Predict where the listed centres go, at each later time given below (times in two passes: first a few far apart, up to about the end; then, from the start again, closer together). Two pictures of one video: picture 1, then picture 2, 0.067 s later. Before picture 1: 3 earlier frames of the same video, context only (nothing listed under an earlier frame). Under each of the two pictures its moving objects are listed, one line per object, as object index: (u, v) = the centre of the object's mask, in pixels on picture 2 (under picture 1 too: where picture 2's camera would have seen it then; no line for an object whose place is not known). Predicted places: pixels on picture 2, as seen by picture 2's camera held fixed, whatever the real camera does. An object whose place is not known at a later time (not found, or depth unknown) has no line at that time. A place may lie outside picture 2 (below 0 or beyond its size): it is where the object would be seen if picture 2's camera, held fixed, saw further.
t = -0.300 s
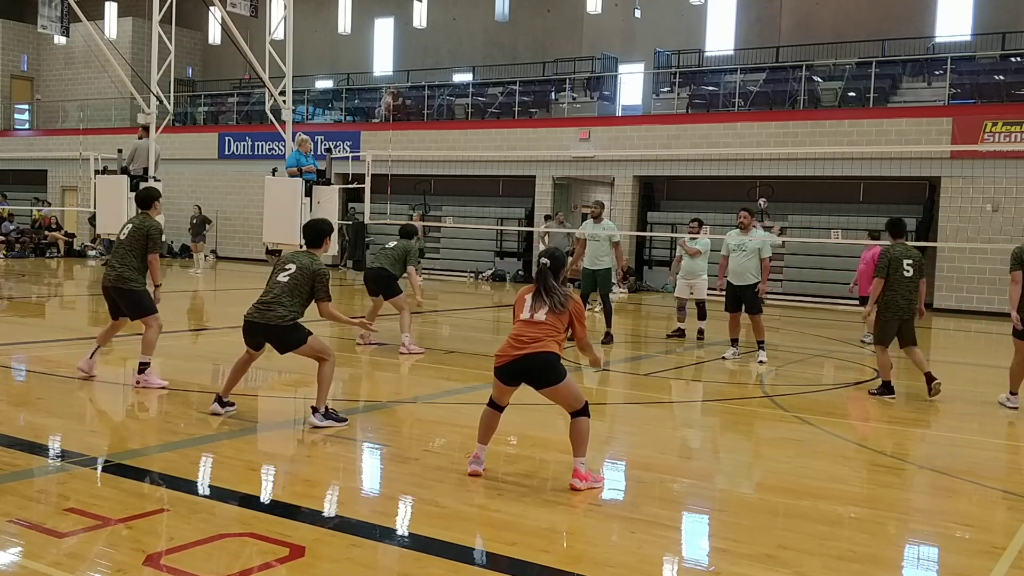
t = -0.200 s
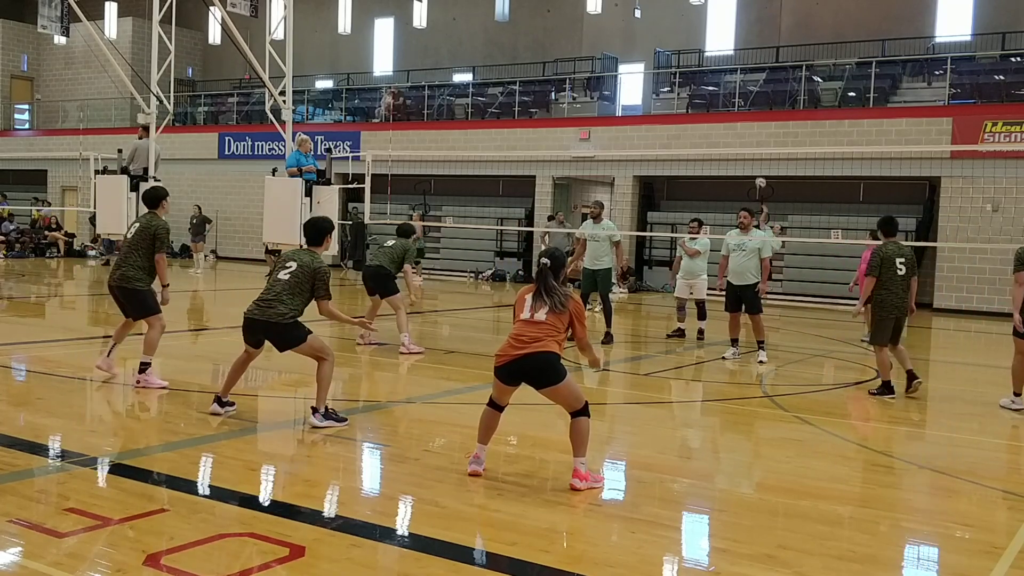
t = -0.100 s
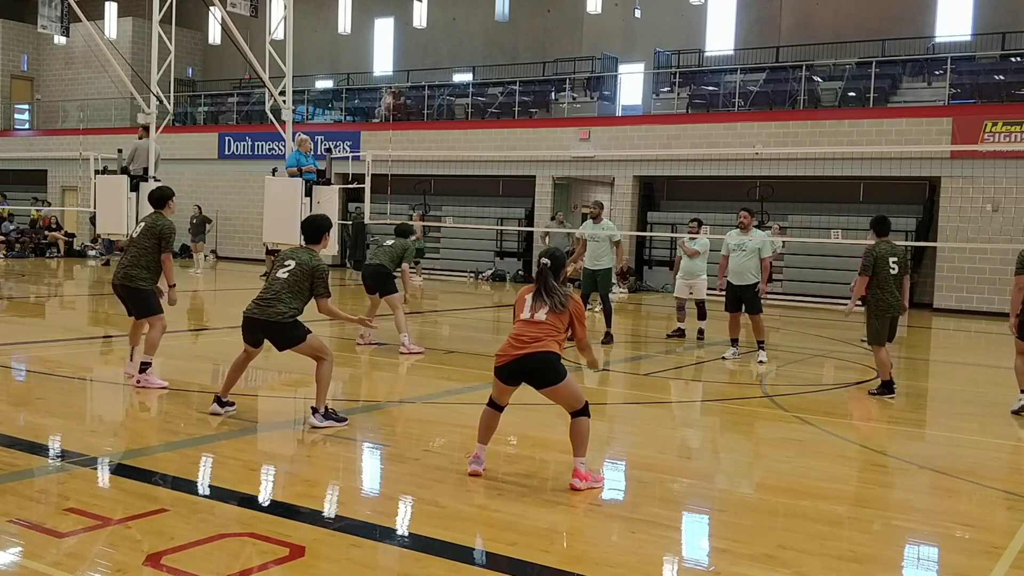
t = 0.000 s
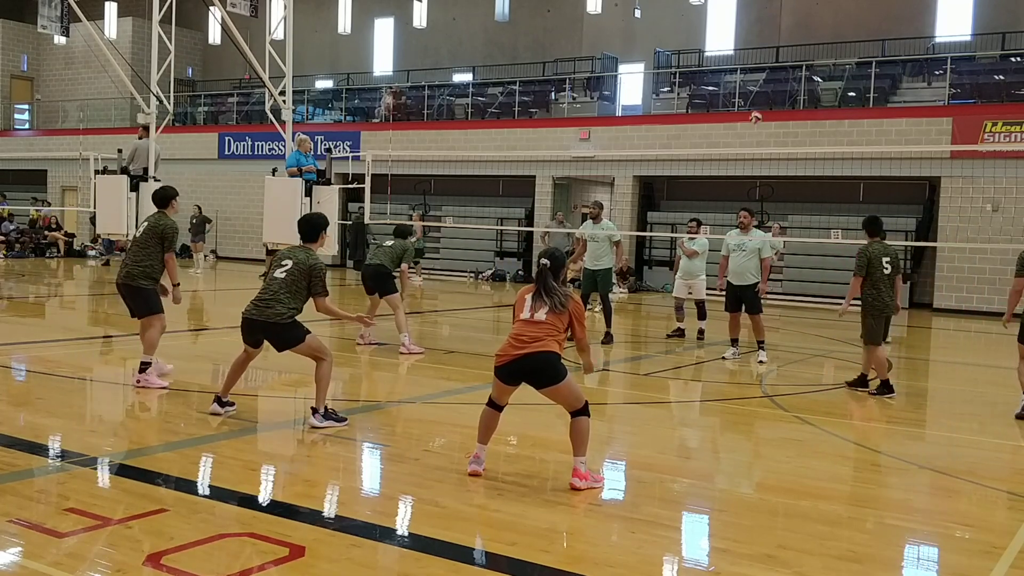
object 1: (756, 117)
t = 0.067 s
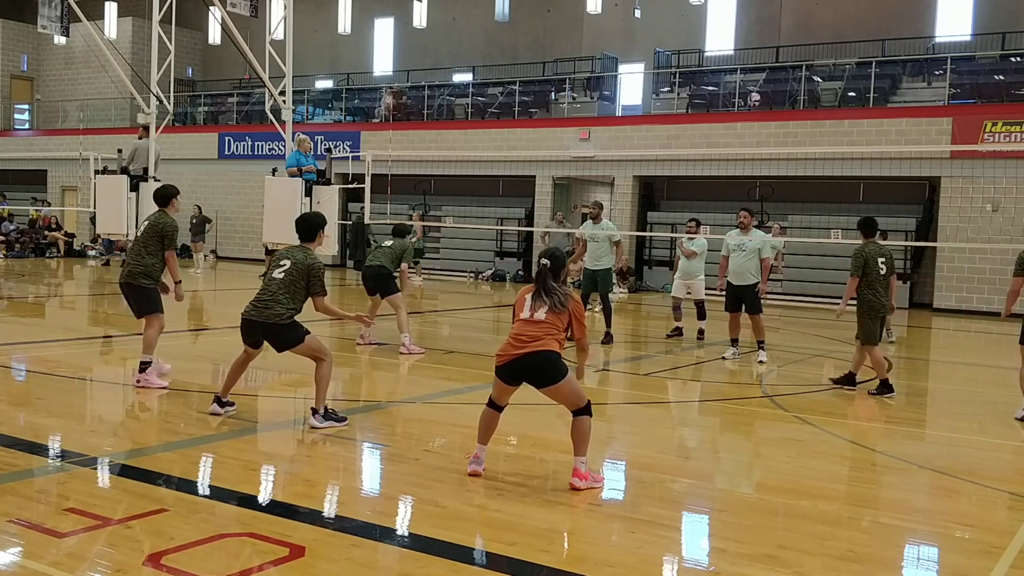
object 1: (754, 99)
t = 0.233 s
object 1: (751, 60)
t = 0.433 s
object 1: (747, 36)
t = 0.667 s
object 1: (747, 57)
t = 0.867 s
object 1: (752, 160)
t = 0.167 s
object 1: (752, 74)
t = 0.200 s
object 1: (752, 68)
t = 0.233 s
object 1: (751, 60)
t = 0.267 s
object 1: (750, 55)
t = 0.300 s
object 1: (749, 49)
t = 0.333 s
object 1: (749, 45)
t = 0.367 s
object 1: (748, 41)
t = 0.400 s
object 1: (748, 38)
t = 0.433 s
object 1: (747, 36)
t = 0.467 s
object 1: (747, 35)
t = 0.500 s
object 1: (747, 35)
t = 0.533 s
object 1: (747, 36)
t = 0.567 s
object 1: (747, 39)
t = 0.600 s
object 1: (746, 43)
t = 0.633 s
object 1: (746, 49)
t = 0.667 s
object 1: (747, 57)
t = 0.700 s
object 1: (747, 67)
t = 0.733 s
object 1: (748, 79)
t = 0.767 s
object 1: (749, 94)
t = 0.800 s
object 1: (750, 111)
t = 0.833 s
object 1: (751, 133)
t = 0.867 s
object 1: (752, 160)
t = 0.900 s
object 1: (754, 192)
